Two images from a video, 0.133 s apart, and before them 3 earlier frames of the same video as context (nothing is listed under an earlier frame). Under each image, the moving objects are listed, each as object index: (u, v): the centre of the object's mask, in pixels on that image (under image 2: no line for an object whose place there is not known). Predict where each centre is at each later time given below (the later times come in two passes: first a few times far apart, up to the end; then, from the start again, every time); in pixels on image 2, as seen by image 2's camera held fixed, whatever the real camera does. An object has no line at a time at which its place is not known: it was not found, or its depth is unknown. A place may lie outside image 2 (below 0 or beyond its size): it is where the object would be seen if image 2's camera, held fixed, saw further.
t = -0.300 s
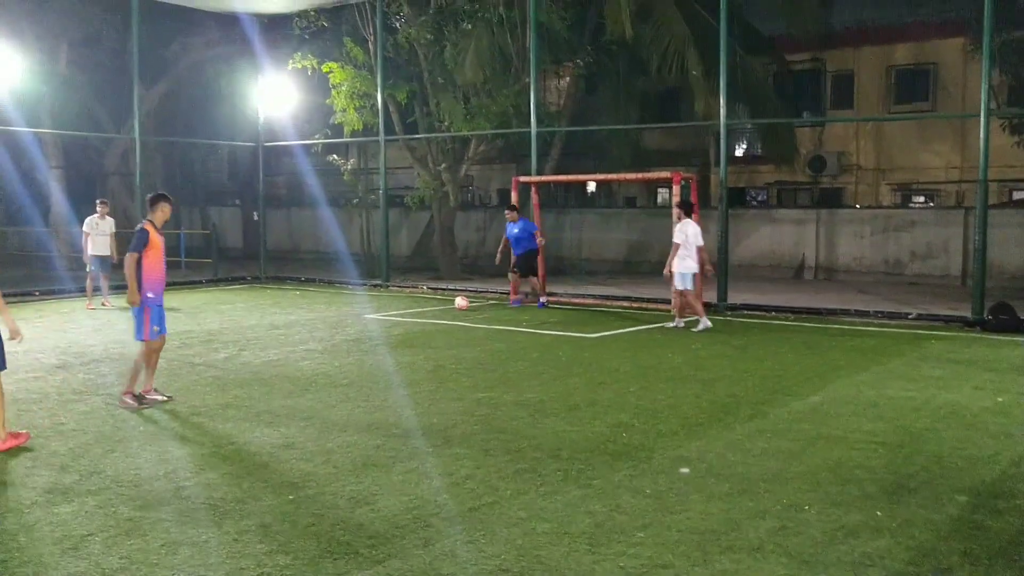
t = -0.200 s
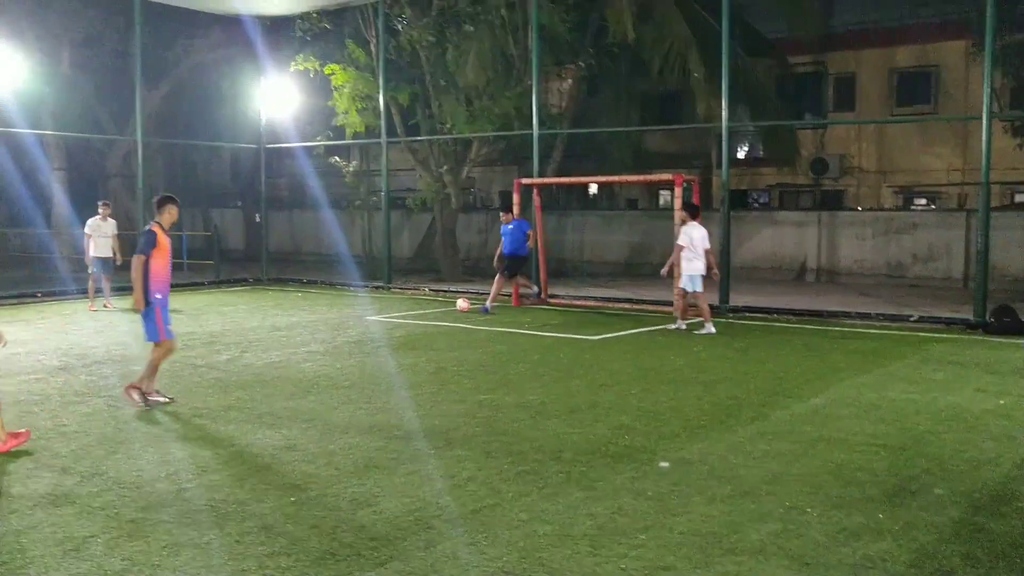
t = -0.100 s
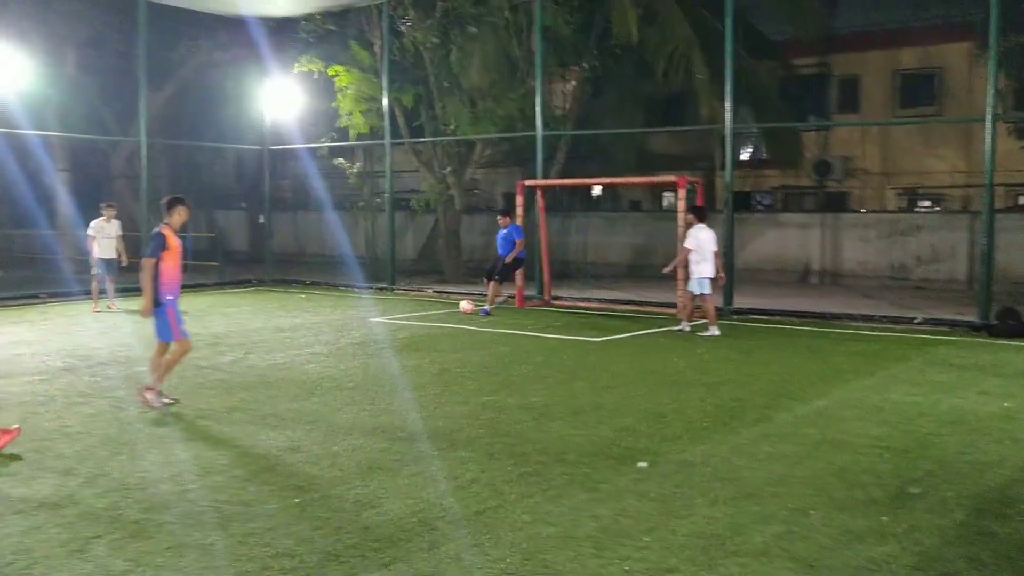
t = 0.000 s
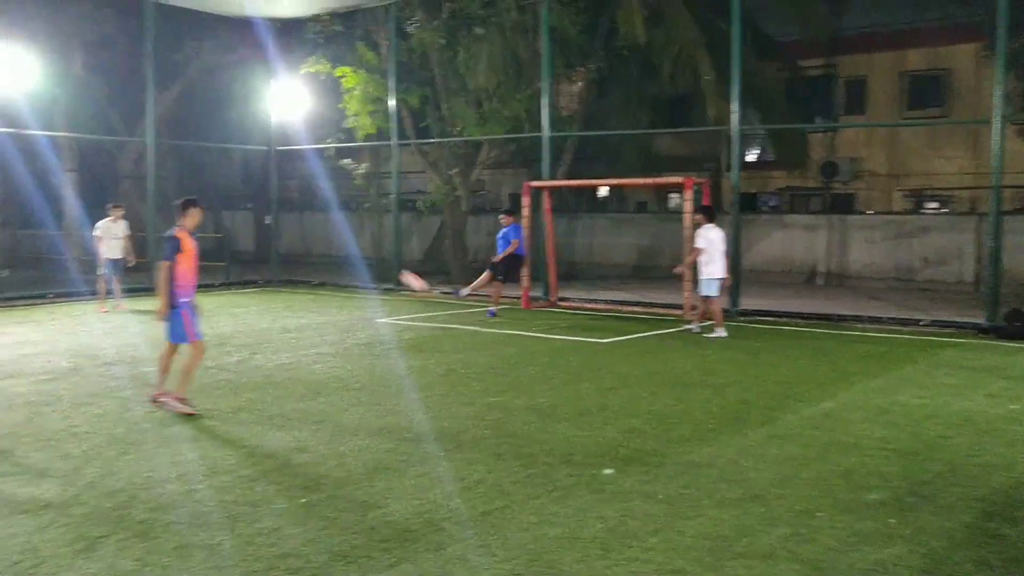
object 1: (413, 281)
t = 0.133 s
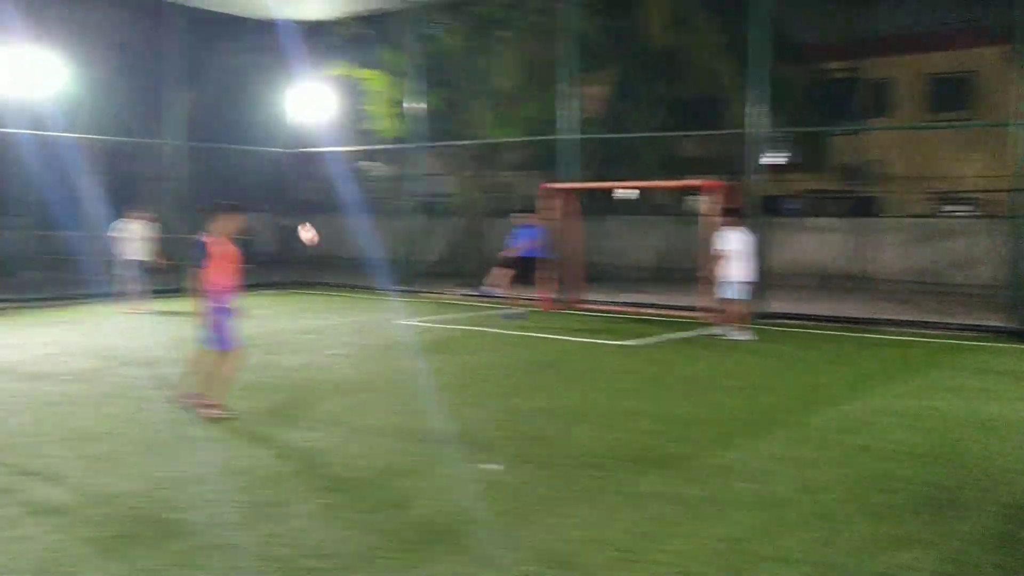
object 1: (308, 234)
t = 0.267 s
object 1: (158, 187)
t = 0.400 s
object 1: (-46, 142)
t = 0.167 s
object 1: (273, 222)
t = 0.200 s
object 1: (235, 207)
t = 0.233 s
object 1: (197, 199)
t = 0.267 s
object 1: (158, 187)
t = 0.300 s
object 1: (121, 174)
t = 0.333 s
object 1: (69, 164)
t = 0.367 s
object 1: (15, 153)
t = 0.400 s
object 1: (-46, 142)
